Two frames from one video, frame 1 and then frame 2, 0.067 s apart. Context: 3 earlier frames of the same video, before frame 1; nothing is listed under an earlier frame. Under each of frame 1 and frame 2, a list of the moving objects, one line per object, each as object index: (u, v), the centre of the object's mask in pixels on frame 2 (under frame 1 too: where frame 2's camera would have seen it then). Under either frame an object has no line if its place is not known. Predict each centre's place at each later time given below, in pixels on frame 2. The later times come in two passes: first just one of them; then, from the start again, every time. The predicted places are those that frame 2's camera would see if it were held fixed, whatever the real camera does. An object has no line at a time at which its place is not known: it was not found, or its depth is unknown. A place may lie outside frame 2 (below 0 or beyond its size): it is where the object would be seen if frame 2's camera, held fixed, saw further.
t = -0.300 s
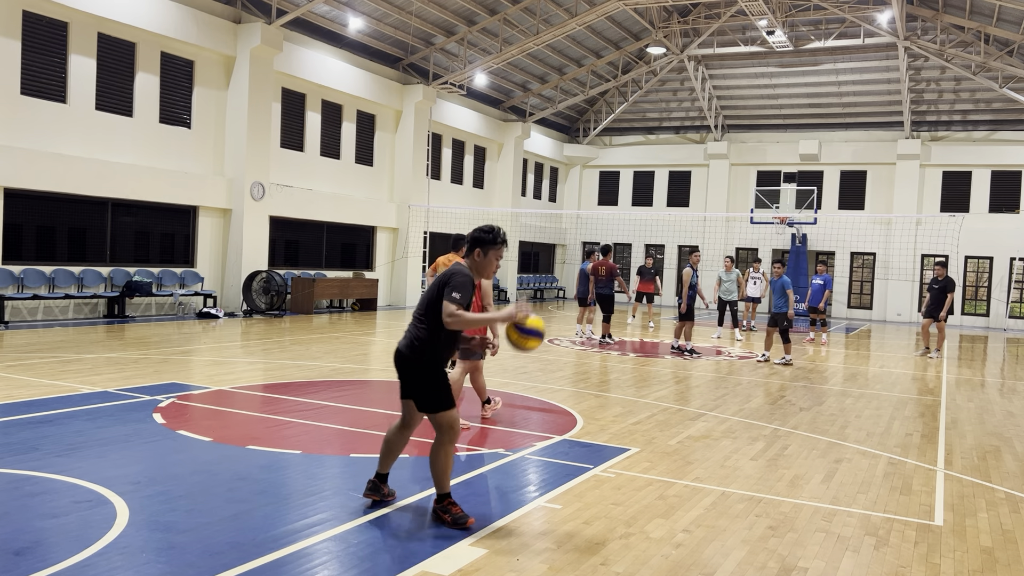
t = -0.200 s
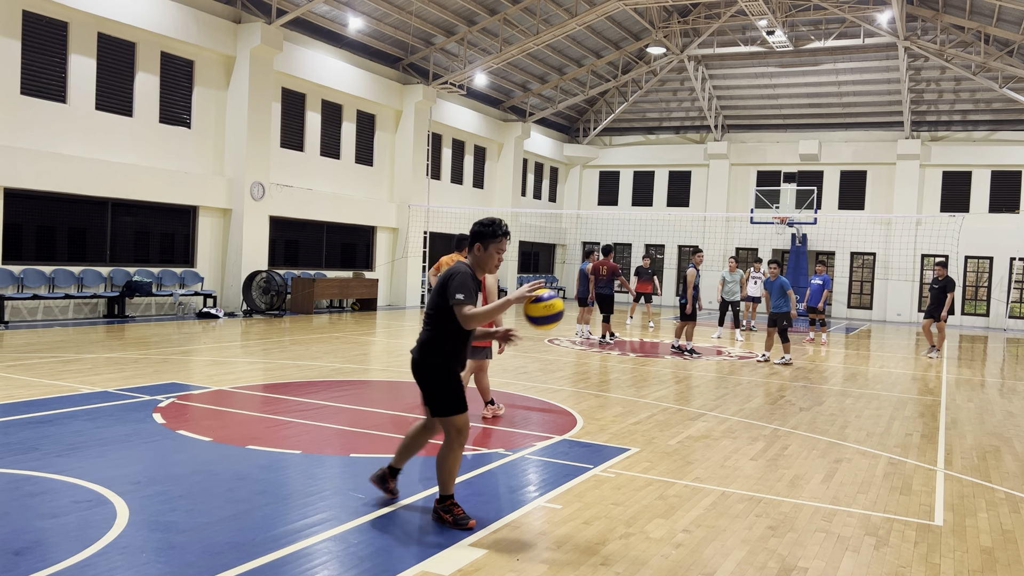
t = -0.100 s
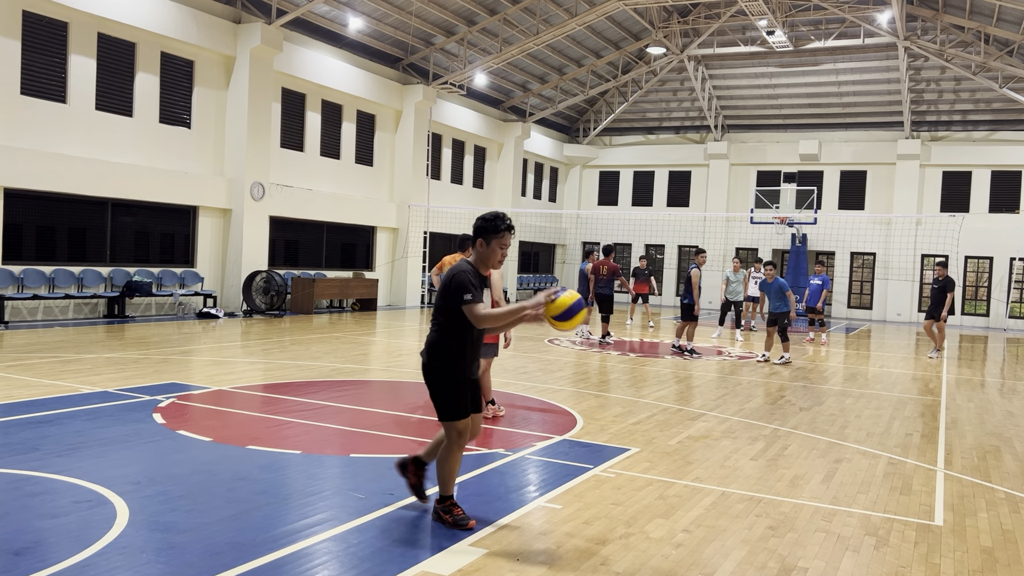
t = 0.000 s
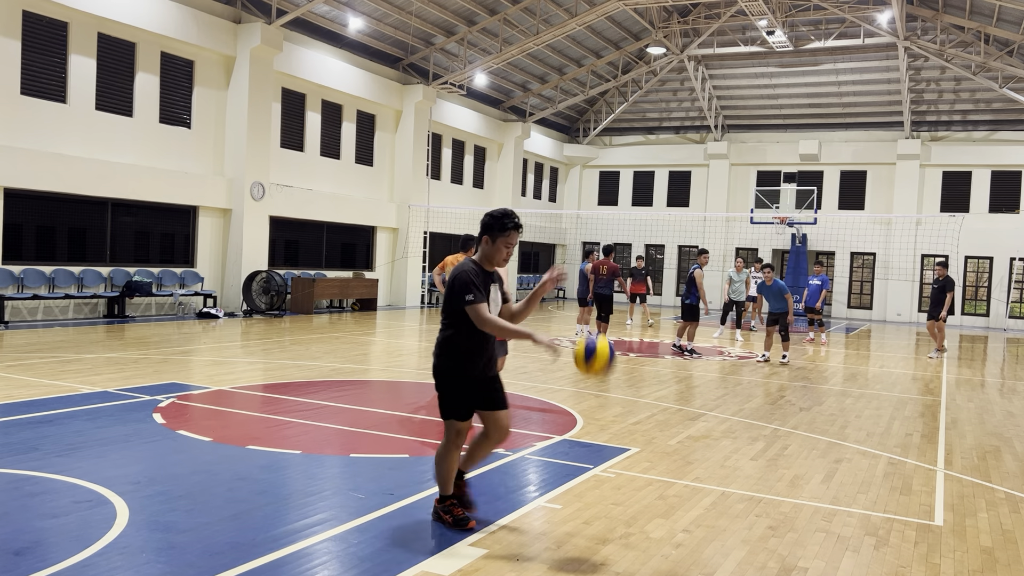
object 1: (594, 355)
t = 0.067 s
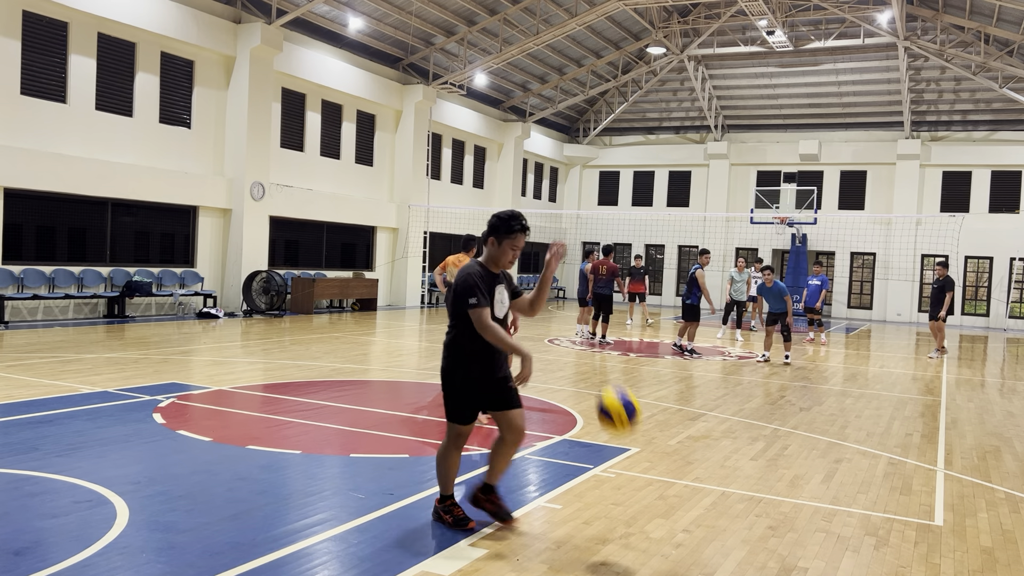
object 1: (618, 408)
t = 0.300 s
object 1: (679, 475)
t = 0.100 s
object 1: (630, 440)
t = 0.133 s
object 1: (642, 476)
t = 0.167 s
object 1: (655, 514)
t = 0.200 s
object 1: (666, 553)
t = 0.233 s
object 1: (670, 528)
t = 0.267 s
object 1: (675, 501)
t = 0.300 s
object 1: (679, 475)
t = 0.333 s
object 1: (683, 453)
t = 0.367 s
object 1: (687, 433)
